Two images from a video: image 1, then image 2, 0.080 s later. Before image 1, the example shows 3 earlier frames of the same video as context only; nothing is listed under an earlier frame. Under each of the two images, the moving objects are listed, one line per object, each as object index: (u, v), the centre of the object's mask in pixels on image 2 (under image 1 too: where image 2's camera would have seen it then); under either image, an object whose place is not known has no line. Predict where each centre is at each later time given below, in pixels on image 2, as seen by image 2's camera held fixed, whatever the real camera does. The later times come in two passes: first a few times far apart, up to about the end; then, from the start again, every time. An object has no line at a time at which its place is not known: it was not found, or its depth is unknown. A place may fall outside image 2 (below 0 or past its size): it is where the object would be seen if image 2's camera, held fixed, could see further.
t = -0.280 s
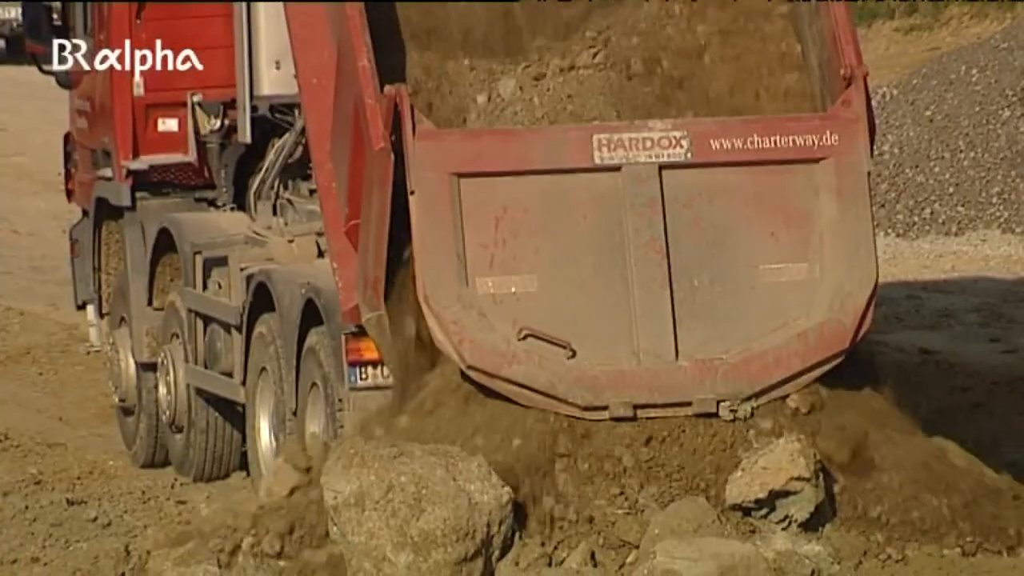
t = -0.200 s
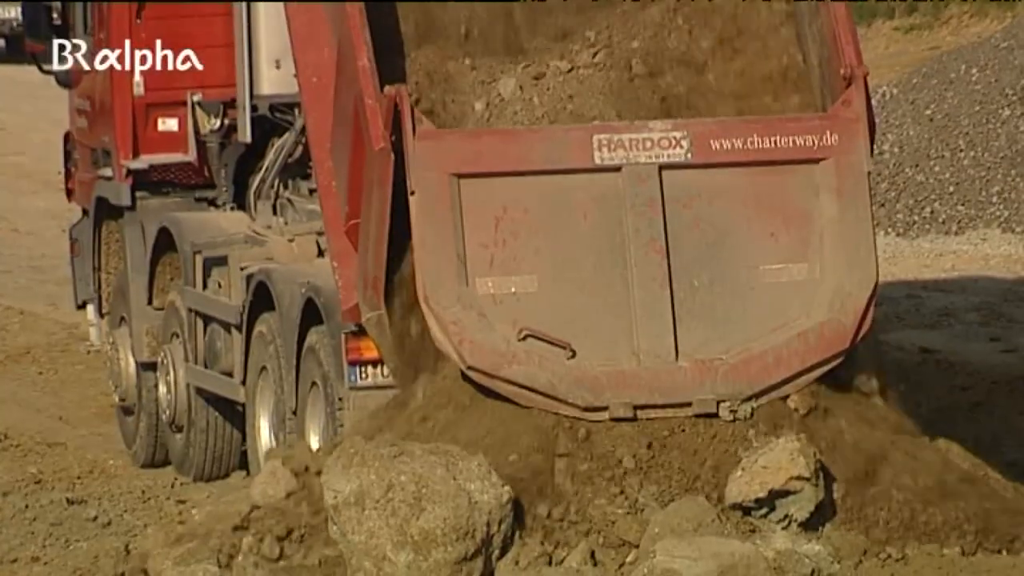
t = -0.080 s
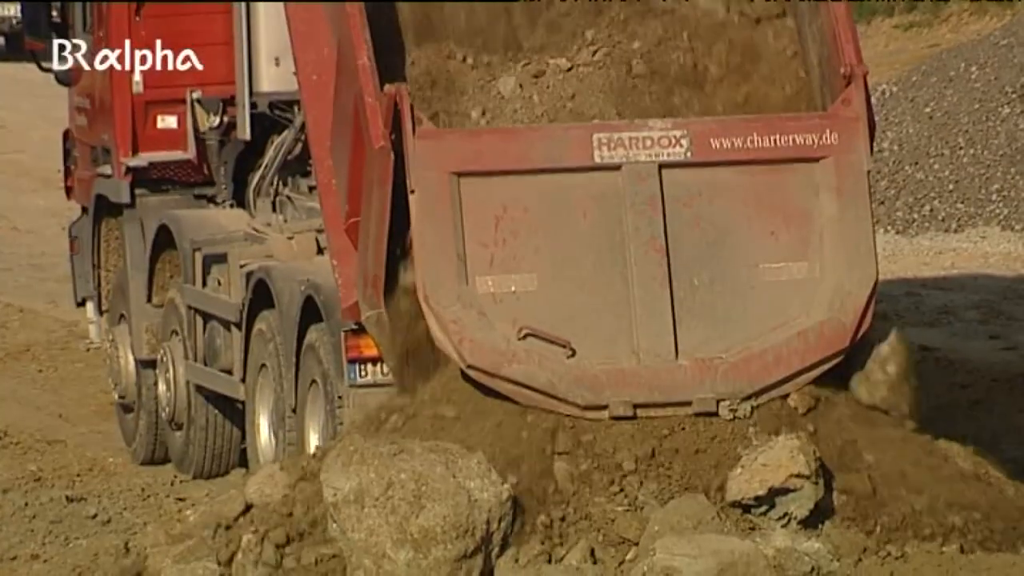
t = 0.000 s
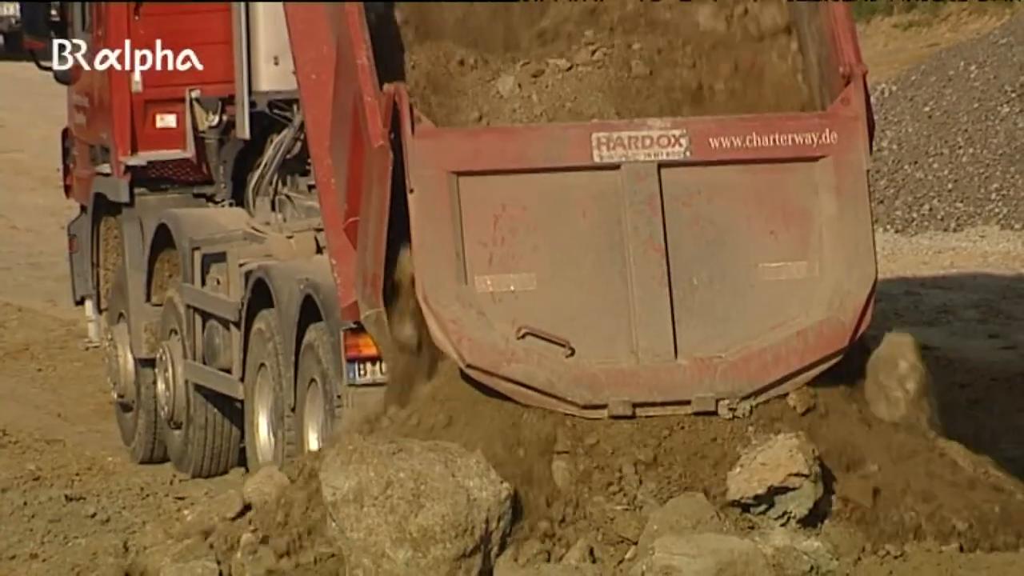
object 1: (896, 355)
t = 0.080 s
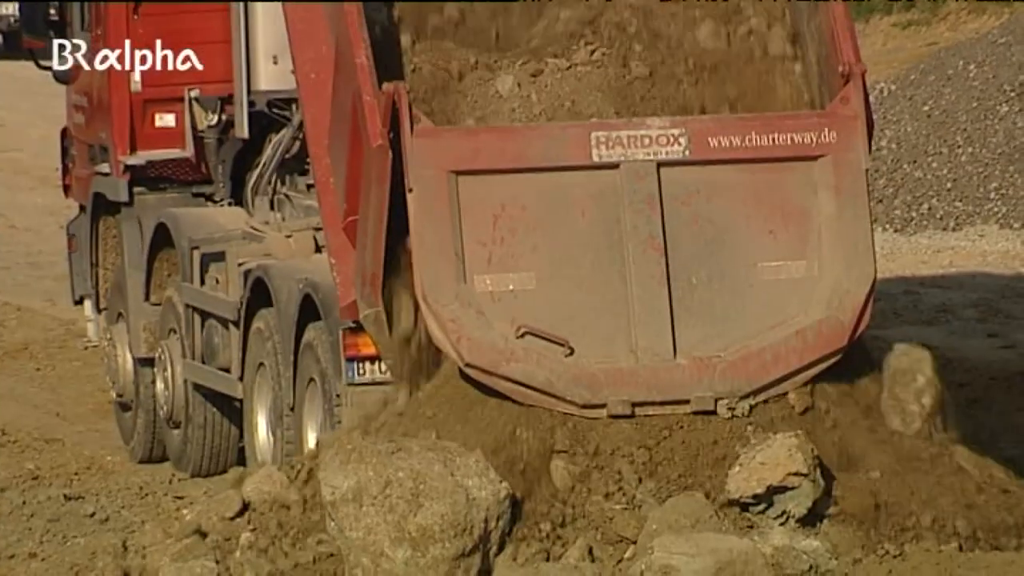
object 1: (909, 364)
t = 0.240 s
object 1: (932, 379)
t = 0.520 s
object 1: (963, 388)
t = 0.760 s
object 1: (999, 400)
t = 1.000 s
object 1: (1001, 444)
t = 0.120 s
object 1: (915, 368)
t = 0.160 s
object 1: (921, 370)
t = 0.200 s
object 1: (926, 375)
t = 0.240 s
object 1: (932, 379)
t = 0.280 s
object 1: (937, 381)
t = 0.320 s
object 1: (941, 382)
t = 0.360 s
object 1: (945, 383)
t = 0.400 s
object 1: (949, 385)
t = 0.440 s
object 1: (954, 384)
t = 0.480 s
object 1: (958, 386)
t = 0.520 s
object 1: (963, 388)
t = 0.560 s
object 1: (968, 390)
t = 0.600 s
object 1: (971, 392)
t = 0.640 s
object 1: (984, 388)
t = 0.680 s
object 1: (980, 394)
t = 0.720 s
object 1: (987, 395)
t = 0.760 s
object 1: (999, 400)
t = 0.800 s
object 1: (997, 404)
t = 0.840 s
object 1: (985, 423)
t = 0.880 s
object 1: (996, 431)
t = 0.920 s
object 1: (999, 437)
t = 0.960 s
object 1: (997, 437)
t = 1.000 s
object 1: (1001, 444)
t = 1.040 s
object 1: (1003, 446)
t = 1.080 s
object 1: (1008, 441)
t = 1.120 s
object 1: (1013, 434)
